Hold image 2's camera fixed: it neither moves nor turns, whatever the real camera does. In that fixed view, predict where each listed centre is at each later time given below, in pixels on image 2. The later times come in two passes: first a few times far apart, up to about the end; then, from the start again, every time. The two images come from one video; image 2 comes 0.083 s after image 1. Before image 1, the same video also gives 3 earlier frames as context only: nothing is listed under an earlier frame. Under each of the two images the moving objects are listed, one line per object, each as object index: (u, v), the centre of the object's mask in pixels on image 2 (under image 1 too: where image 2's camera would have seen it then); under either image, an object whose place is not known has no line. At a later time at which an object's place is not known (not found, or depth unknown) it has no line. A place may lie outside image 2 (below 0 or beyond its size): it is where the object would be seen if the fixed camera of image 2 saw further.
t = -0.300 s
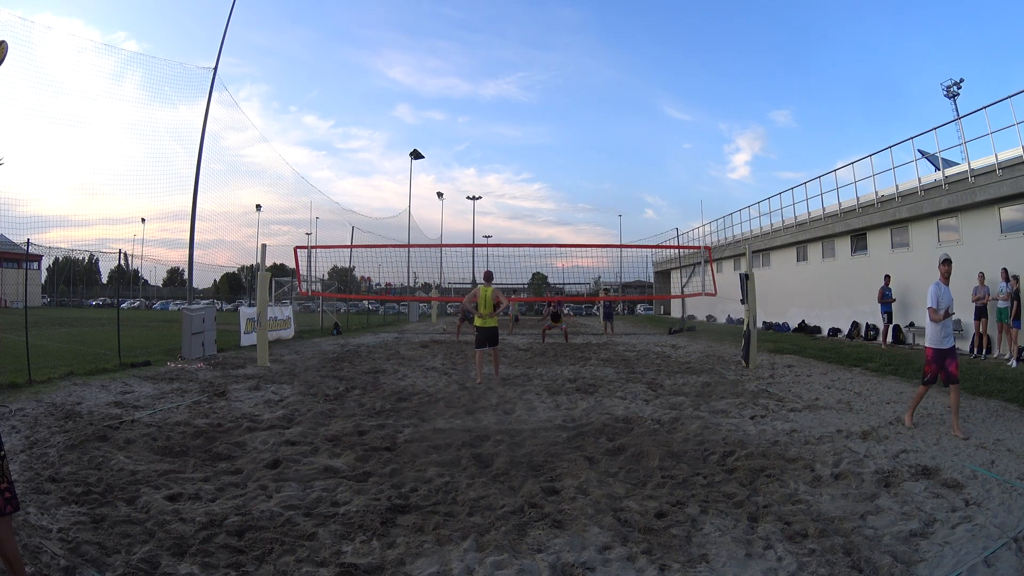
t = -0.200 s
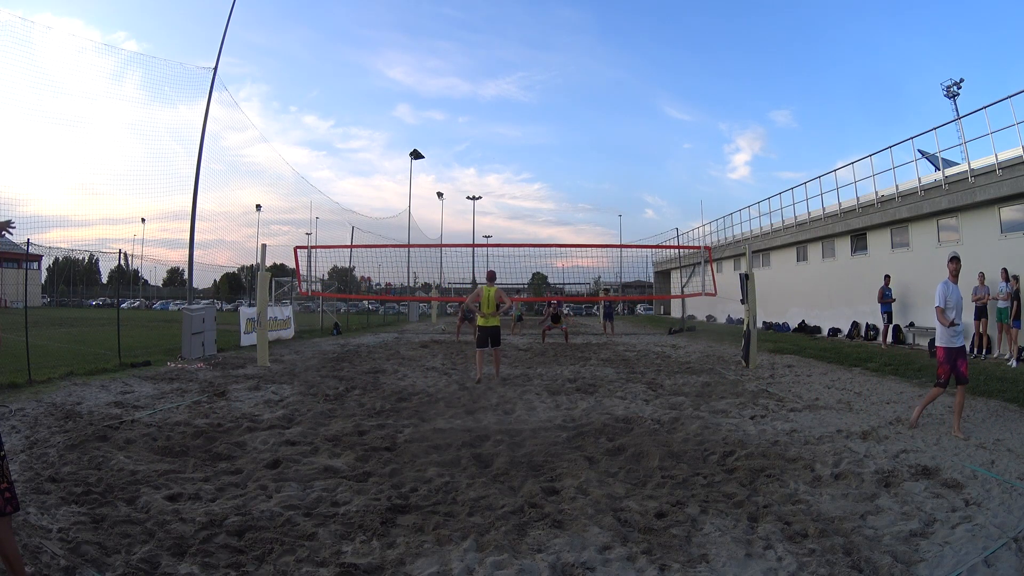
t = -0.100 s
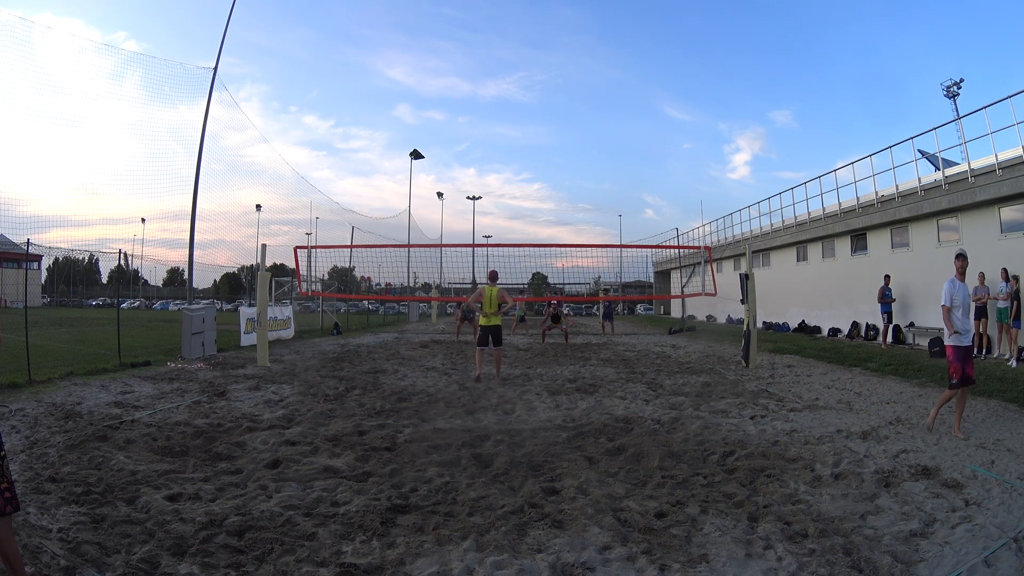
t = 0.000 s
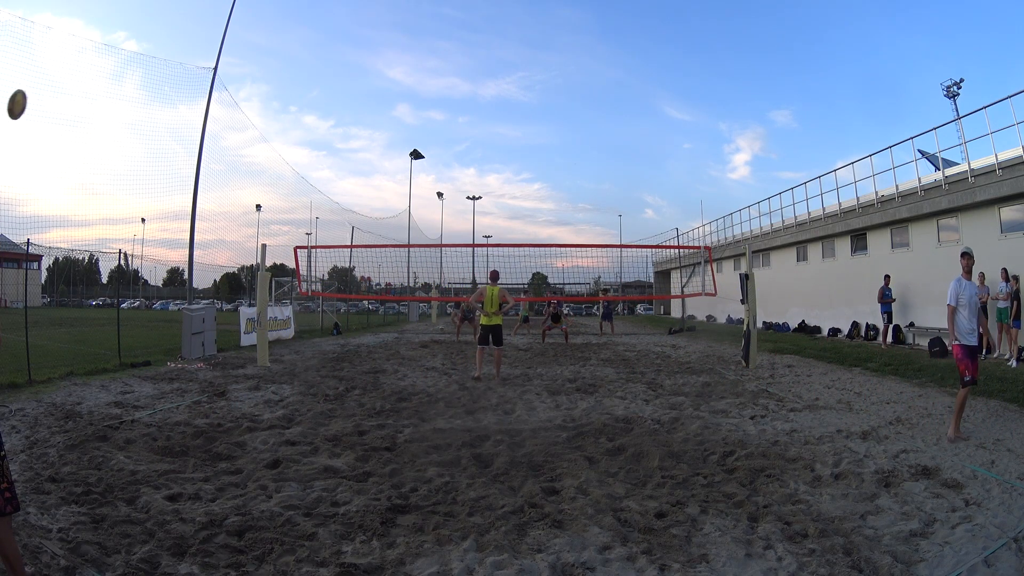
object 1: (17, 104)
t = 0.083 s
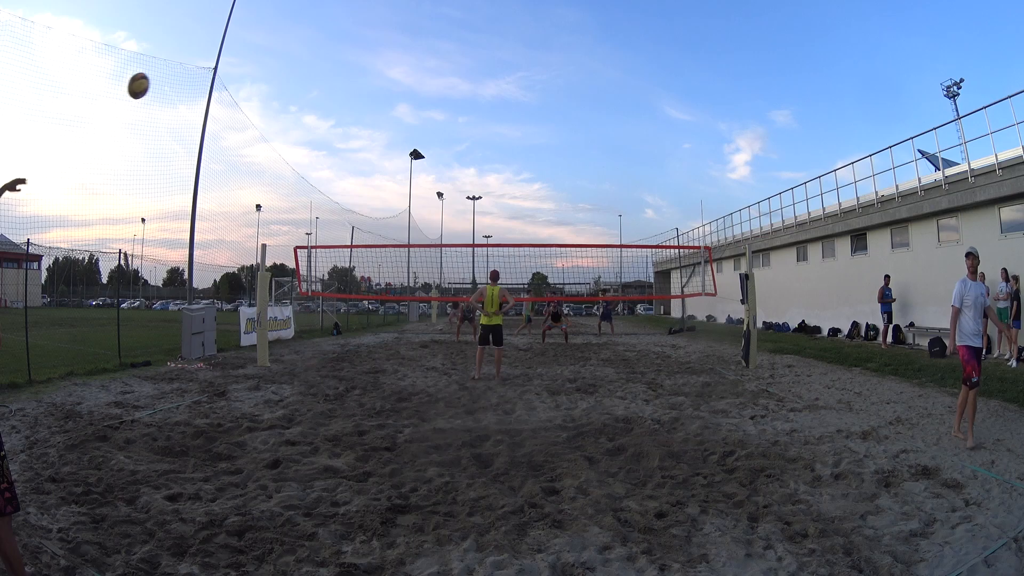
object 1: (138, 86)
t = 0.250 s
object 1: (320, 102)
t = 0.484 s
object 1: (451, 156)
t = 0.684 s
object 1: (509, 206)
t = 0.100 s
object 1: (161, 85)
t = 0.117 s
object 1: (183, 85)
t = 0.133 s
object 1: (203, 86)
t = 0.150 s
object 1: (223, 87)
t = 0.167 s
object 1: (241, 88)
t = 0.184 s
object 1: (259, 91)
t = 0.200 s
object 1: (276, 93)
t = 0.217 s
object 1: (291, 96)
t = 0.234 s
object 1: (306, 99)
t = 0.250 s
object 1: (320, 102)
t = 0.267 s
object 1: (333, 105)
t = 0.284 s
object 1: (346, 109)
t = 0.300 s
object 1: (358, 112)
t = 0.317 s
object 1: (369, 116)
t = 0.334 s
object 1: (379, 120)
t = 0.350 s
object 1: (389, 124)
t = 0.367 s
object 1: (398, 128)
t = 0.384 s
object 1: (407, 132)
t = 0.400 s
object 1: (416, 136)
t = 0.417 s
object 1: (424, 139)
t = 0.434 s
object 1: (431, 144)
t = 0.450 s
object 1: (438, 148)
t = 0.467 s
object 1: (445, 152)
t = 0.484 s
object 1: (451, 156)
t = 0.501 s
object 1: (458, 160)
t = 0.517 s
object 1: (463, 164)
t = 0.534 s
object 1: (469, 168)
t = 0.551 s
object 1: (474, 172)
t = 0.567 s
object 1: (479, 177)
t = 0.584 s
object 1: (484, 181)
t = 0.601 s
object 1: (489, 185)
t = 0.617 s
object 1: (493, 189)
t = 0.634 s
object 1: (498, 193)
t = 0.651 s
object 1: (502, 197)
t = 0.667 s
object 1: (506, 201)
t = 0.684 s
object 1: (509, 206)
